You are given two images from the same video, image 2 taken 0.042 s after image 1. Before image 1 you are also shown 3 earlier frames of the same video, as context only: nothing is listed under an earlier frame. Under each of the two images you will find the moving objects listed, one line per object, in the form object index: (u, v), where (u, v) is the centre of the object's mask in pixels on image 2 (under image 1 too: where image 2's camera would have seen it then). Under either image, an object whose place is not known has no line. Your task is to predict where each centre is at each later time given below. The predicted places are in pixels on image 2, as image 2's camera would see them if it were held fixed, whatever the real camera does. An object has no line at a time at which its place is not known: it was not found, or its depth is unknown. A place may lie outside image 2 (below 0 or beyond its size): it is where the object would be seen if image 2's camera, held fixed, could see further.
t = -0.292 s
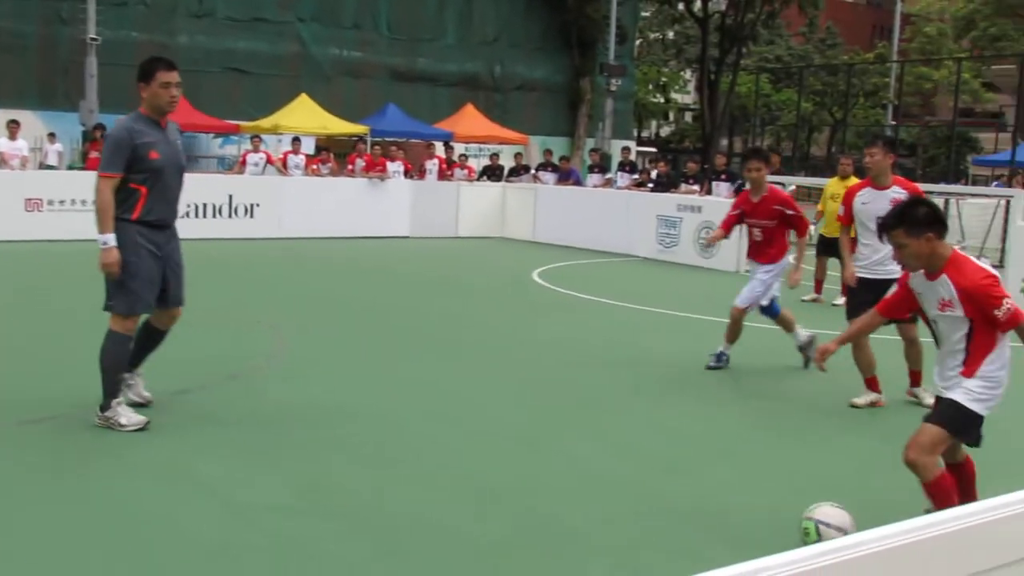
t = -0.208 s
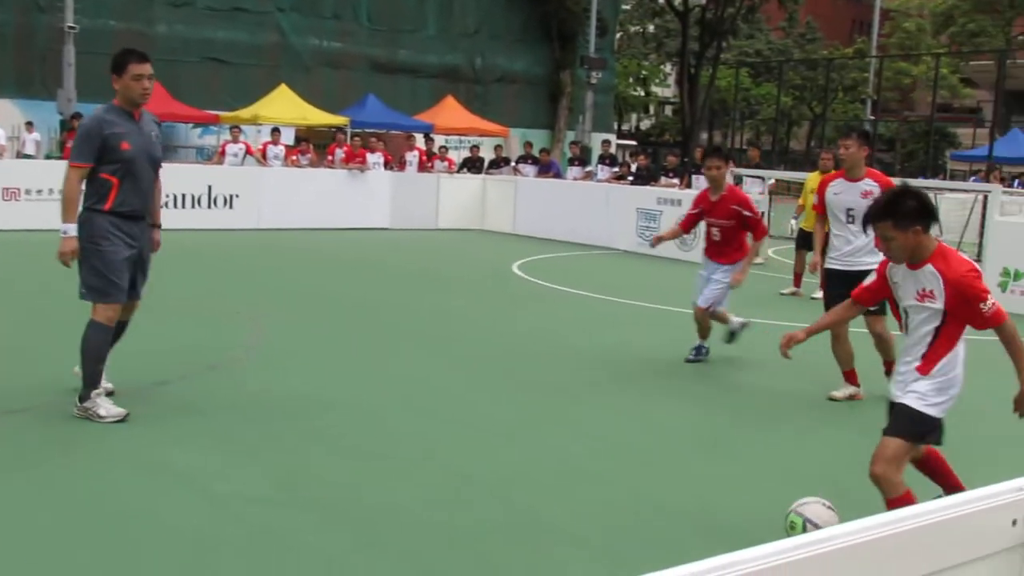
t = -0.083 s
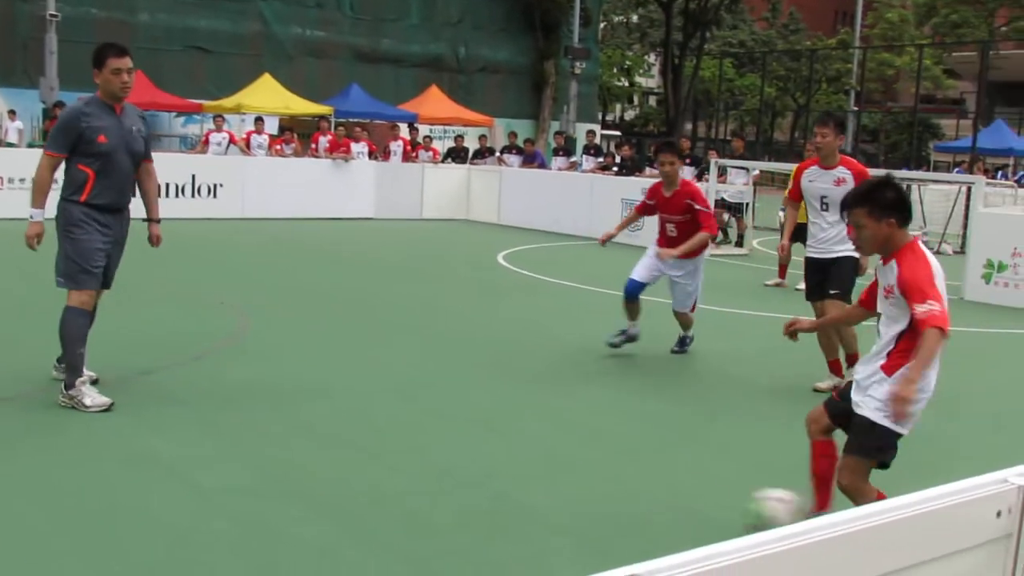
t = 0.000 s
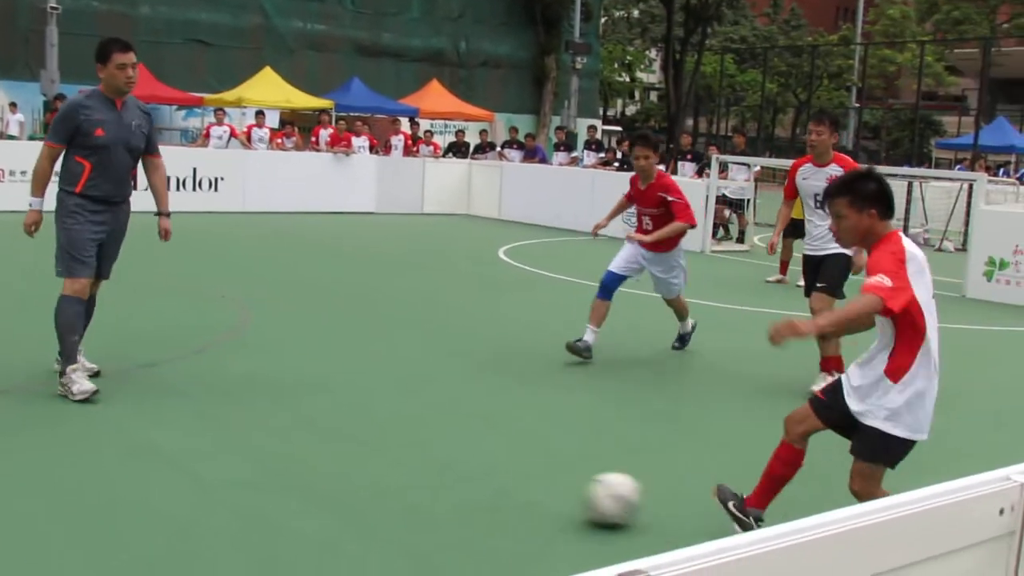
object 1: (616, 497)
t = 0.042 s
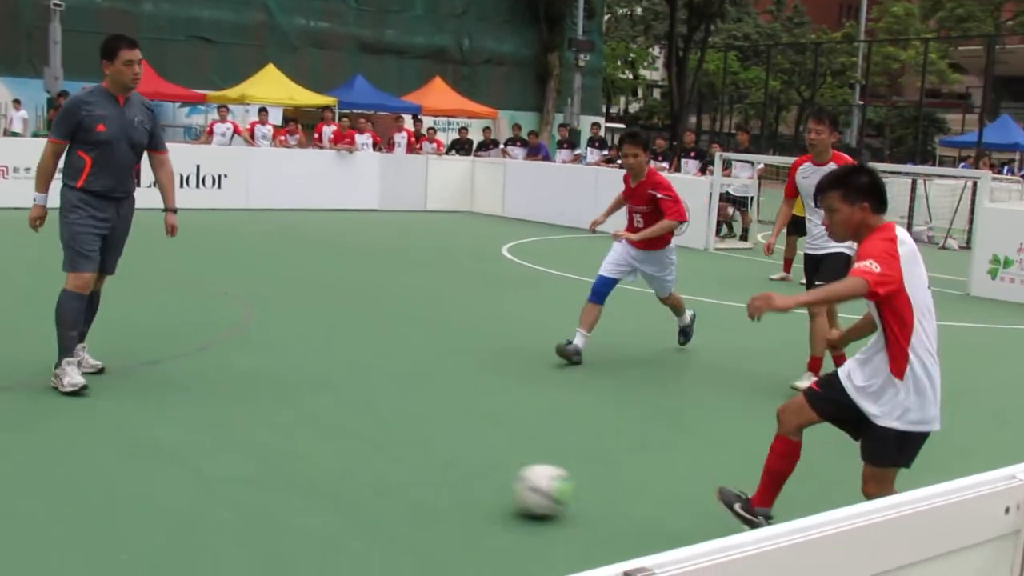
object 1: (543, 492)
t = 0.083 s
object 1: (472, 485)
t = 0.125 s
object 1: (409, 479)
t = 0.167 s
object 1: (348, 473)
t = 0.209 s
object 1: (293, 468)
